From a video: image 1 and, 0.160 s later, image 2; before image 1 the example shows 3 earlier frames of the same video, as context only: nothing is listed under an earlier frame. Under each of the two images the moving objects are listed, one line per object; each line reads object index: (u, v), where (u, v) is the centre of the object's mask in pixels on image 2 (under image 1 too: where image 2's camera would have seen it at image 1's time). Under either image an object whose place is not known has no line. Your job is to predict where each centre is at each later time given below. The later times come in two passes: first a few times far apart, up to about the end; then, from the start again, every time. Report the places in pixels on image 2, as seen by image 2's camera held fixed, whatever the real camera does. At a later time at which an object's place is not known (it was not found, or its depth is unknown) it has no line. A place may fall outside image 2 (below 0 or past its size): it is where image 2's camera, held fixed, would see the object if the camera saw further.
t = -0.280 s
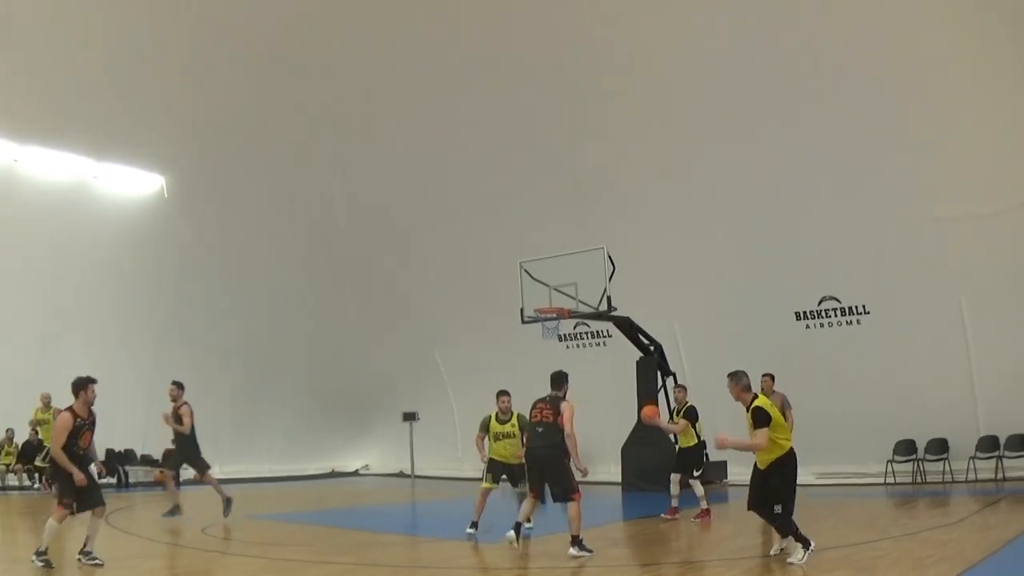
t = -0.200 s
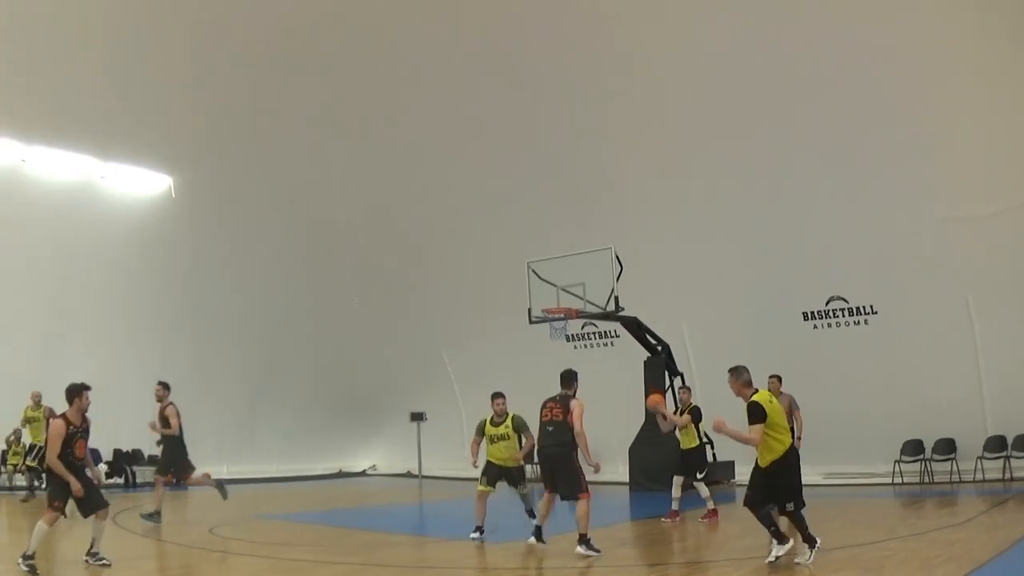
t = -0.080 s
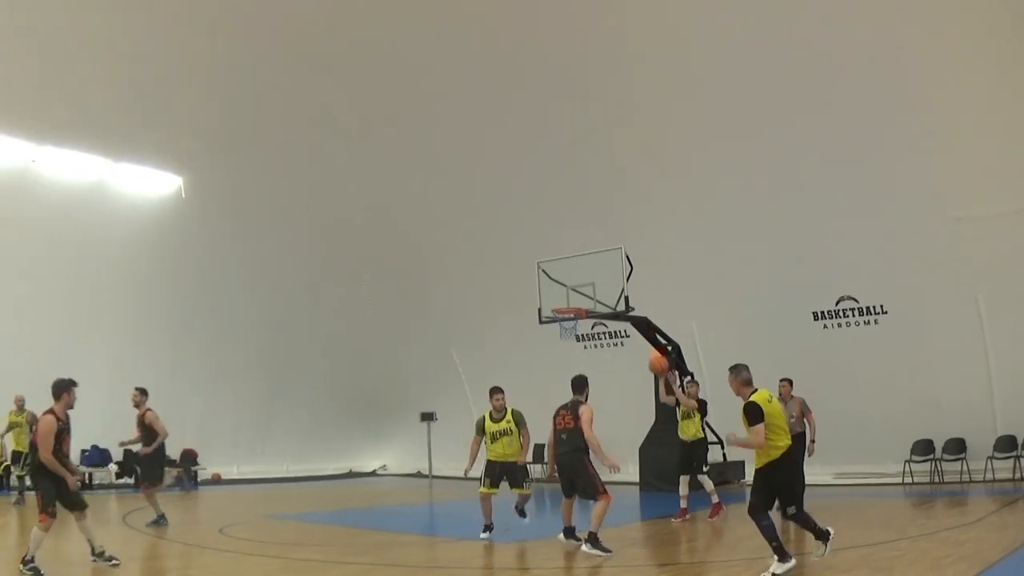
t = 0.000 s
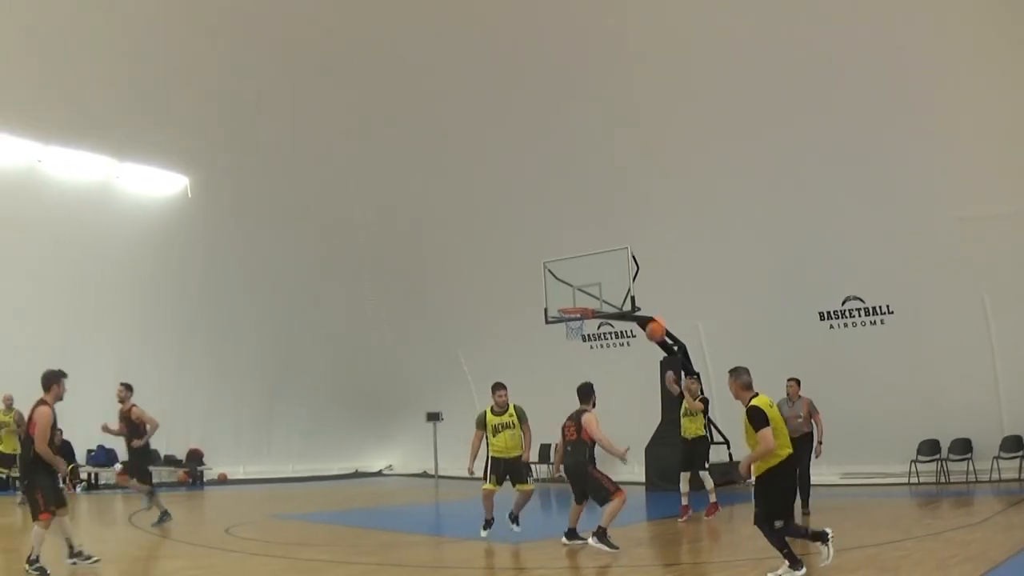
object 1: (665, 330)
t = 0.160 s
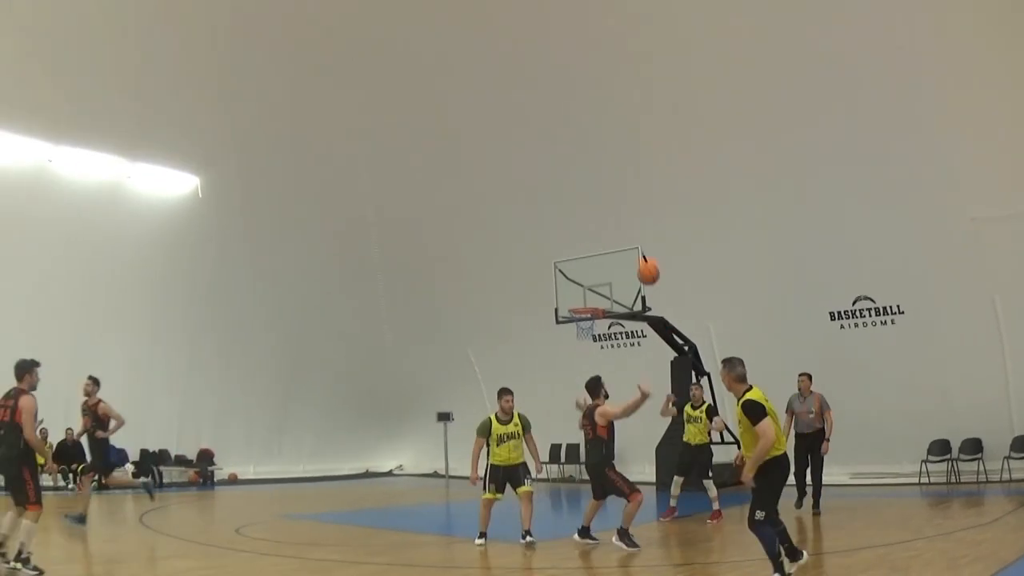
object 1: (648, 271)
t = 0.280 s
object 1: (633, 234)
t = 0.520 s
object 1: (597, 187)
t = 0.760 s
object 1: (545, 194)
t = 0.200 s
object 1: (643, 259)
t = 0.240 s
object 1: (638, 245)
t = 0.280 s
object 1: (633, 234)
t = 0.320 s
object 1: (628, 225)
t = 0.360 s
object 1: (623, 215)
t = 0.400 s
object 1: (616, 206)
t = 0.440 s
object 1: (611, 198)
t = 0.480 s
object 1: (605, 193)
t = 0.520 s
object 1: (597, 187)
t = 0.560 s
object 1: (590, 184)
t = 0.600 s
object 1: (582, 182)
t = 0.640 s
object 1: (573, 182)
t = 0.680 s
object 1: (565, 184)
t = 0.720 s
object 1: (554, 187)
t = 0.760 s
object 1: (545, 194)
